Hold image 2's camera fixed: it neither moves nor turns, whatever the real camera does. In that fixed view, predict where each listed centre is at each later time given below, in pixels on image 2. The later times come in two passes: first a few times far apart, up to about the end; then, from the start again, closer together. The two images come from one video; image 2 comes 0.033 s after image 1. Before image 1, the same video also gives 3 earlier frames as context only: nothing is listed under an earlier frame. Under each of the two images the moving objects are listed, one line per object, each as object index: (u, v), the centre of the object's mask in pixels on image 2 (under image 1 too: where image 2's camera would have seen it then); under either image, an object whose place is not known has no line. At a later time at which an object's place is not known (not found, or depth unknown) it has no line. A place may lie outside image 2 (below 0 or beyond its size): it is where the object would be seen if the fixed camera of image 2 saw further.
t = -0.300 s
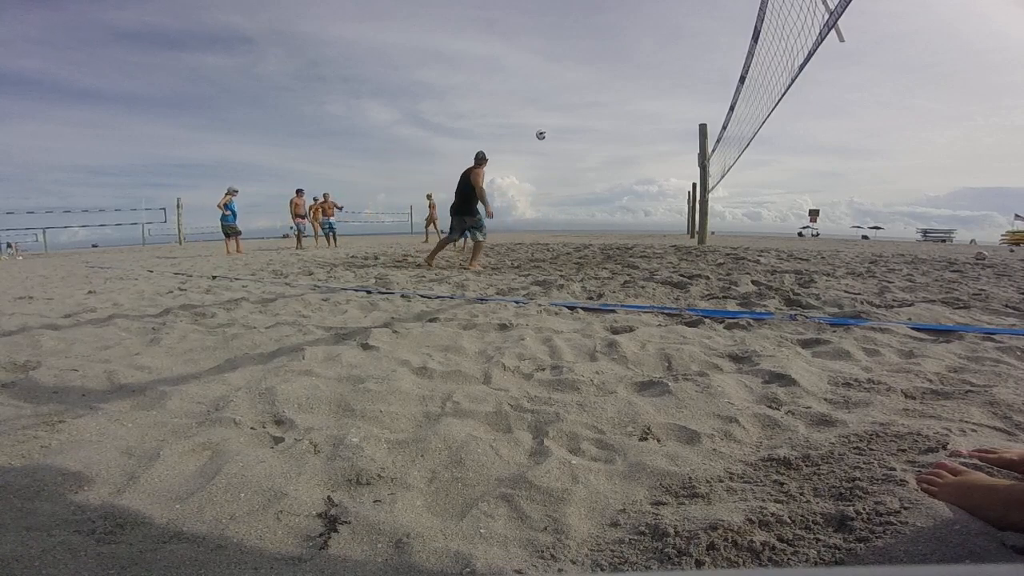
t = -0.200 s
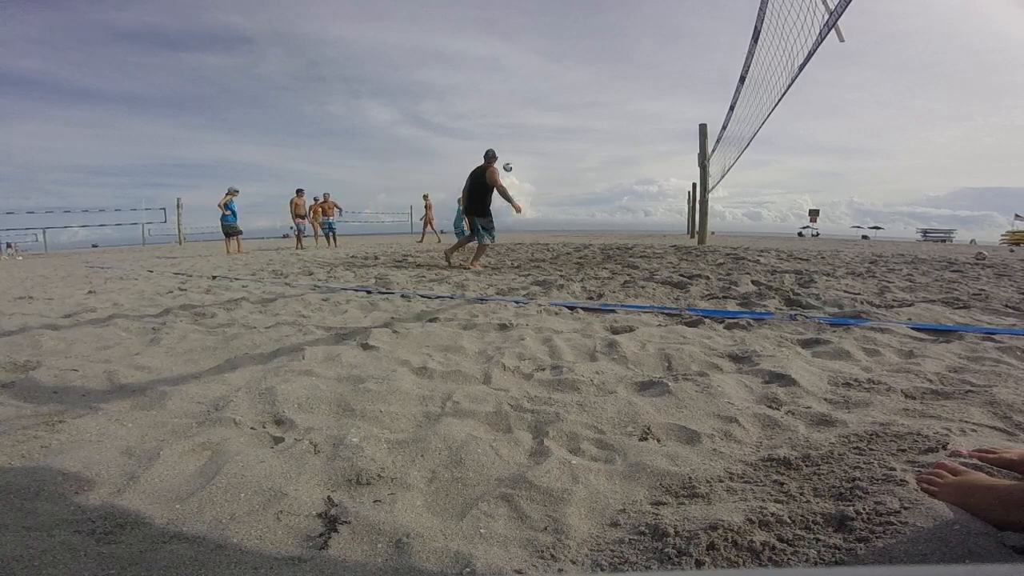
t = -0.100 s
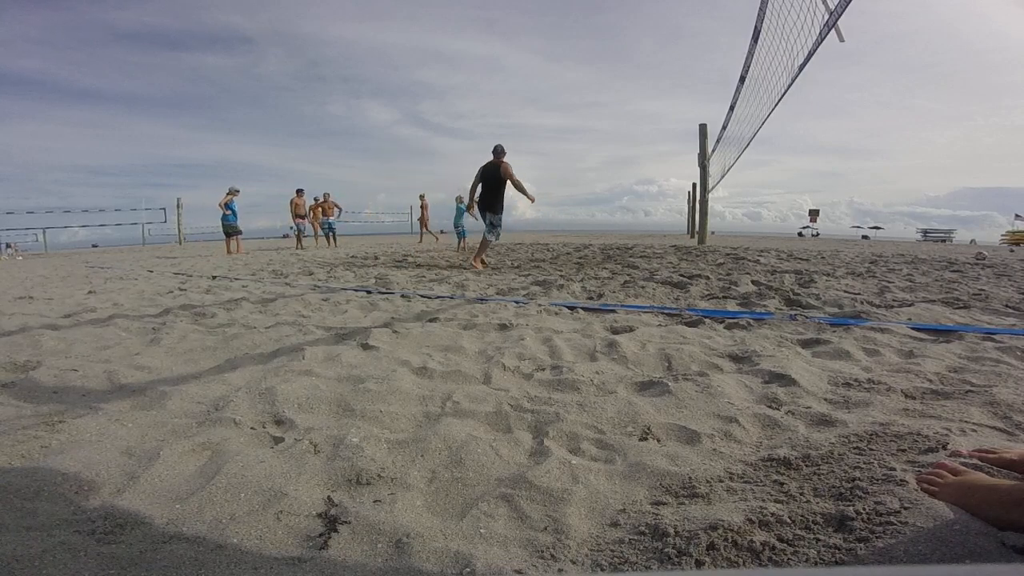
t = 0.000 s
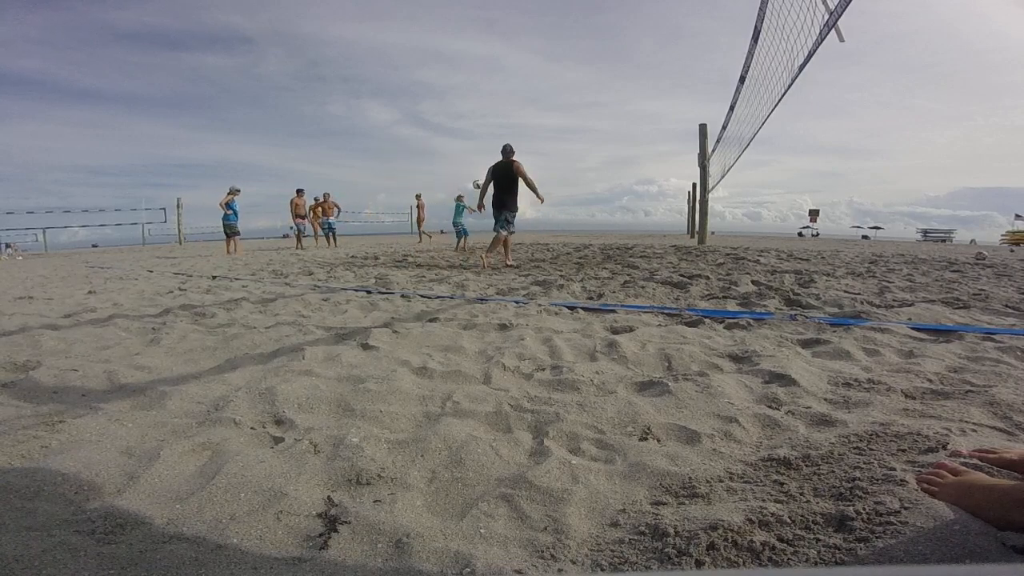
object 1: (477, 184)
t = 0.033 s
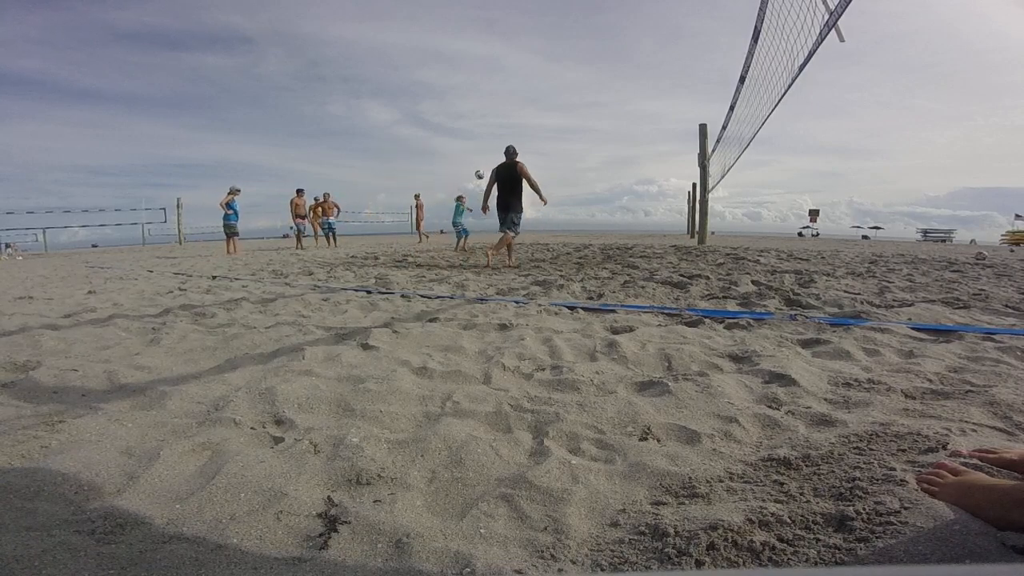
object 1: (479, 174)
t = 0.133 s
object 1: (487, 146)
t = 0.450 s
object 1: (516, 80)
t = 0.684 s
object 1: (545, 55)
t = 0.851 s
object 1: (573, 53)
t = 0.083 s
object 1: (483, 160)
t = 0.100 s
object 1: (484, 155)
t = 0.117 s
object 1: (485, 151)
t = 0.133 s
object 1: (487, 146)
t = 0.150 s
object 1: (488, 142)
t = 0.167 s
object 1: (489, 138)
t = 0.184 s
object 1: (491, 134)
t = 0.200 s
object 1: (492, 130)
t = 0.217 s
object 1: (493, 126)
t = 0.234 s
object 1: (495, 122)
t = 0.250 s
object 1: (497, 119)
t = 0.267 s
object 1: (498, 115)
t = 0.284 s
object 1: (500, 111)
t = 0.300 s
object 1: (501, 108)
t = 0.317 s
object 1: (503, 104)
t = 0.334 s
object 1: (504, 101)
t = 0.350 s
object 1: (506, 98)
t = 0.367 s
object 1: (507, 95)
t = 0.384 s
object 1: (509, 92)
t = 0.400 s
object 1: (511, 89)
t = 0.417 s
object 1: (513, 86)
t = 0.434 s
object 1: (514, 83)
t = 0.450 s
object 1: (516, 80)
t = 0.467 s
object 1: (518, 78)
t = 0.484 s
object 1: (520, 76)
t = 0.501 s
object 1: (522, 73)
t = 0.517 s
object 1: (524, 71)
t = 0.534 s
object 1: (525, 69)
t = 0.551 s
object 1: (528, 67)
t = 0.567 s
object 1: (529, 65)
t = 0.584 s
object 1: (532, 63)
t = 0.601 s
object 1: (534, 61)
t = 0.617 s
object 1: (536, 60)
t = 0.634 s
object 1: (538, 59)
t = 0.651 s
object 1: (541, 57)
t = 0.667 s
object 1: (543, 56)
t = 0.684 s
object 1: (545, 55)
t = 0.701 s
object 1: (547, 55)
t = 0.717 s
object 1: (550, 53)
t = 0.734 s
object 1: (552, 53)
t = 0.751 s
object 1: (555, 53)
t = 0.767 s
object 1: (558, 53)
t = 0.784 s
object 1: (561, 52)
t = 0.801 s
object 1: (564, 52)
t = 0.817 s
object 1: (566, 52)
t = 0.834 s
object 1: (569, 52)
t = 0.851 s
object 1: (573, 53)
